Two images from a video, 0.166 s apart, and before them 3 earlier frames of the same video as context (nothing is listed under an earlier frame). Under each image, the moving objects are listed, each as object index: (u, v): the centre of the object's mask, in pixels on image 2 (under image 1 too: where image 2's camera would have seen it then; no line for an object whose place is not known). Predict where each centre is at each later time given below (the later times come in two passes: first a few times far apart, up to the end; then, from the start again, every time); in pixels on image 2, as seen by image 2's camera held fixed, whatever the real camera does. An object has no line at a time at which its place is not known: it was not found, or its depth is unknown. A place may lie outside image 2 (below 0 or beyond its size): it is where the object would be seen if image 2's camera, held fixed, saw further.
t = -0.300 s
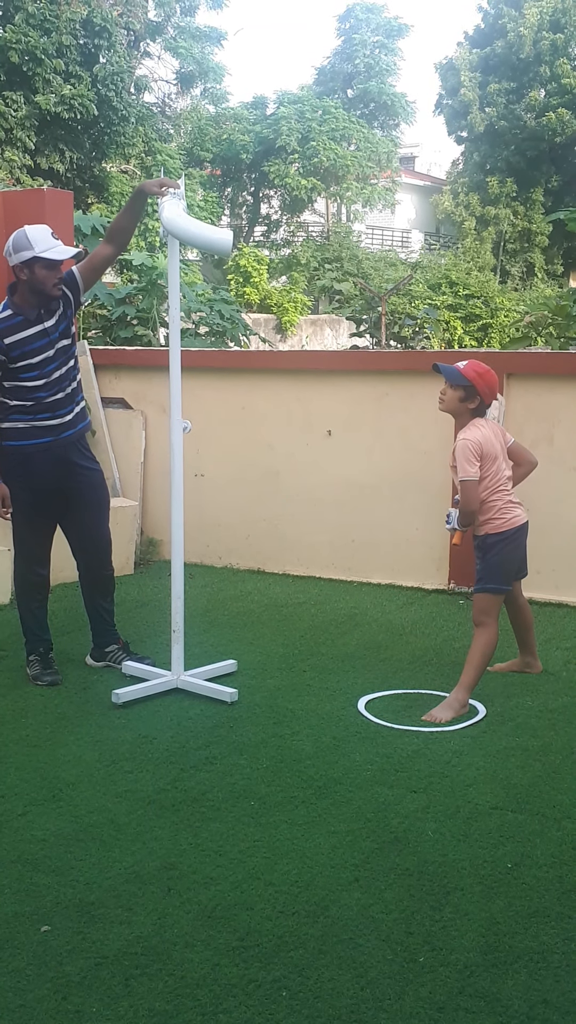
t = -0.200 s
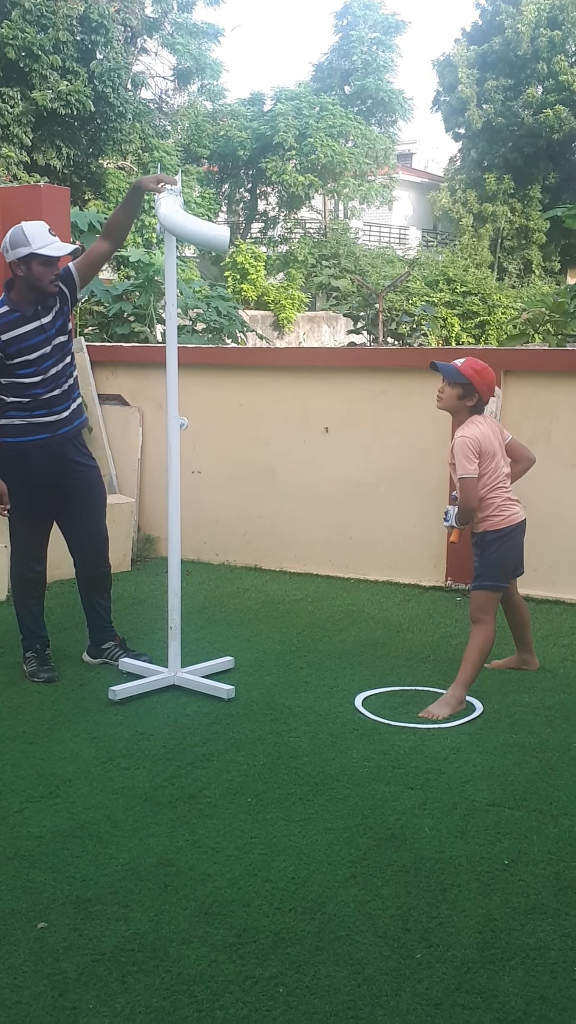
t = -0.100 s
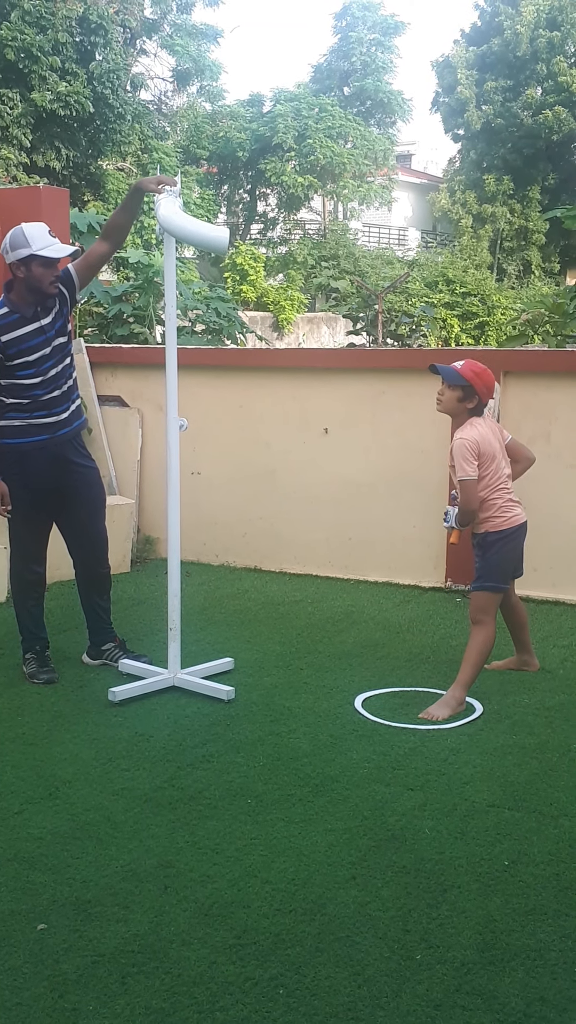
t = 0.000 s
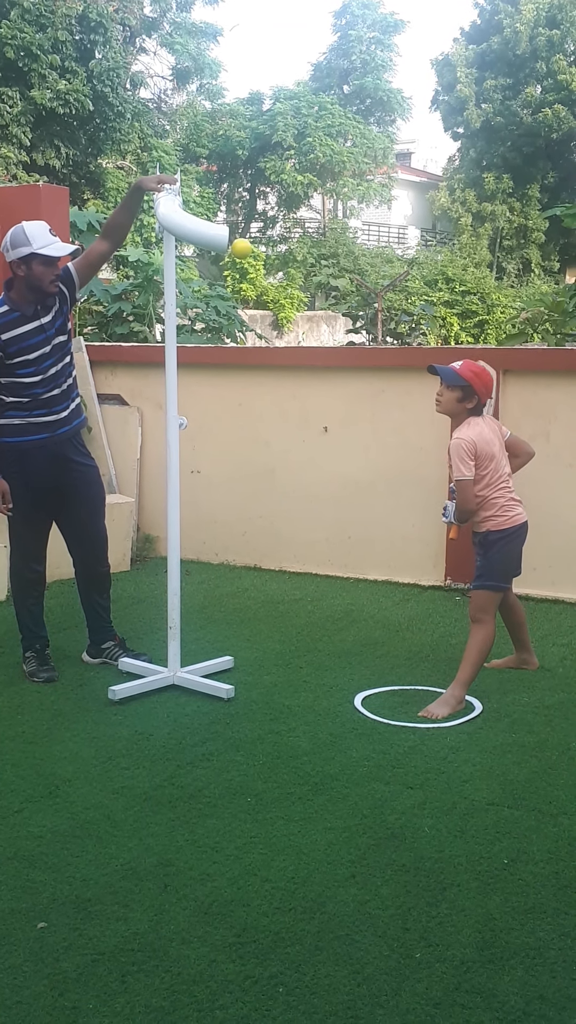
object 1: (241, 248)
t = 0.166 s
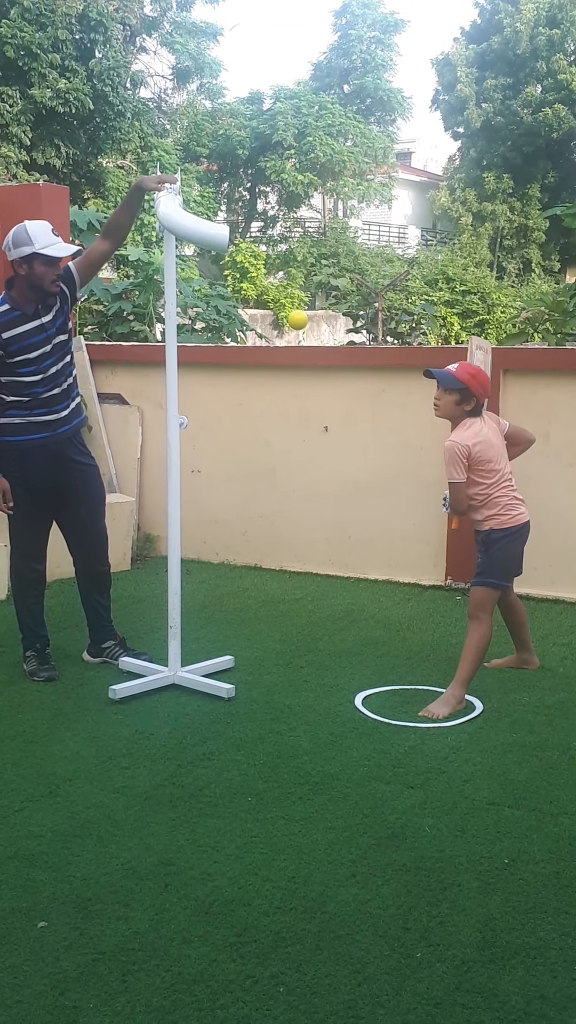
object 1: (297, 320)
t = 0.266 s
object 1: (328, 396)
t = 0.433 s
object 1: (373, 571)
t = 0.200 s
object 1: (308, 343)
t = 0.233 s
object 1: (319, 368)
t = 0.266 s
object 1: (328, 396)
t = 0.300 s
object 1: (338, 427)
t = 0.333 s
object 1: (347, 460)
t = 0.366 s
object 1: (356, 495)
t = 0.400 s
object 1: (364, 532)
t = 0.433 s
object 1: (373, 571)
